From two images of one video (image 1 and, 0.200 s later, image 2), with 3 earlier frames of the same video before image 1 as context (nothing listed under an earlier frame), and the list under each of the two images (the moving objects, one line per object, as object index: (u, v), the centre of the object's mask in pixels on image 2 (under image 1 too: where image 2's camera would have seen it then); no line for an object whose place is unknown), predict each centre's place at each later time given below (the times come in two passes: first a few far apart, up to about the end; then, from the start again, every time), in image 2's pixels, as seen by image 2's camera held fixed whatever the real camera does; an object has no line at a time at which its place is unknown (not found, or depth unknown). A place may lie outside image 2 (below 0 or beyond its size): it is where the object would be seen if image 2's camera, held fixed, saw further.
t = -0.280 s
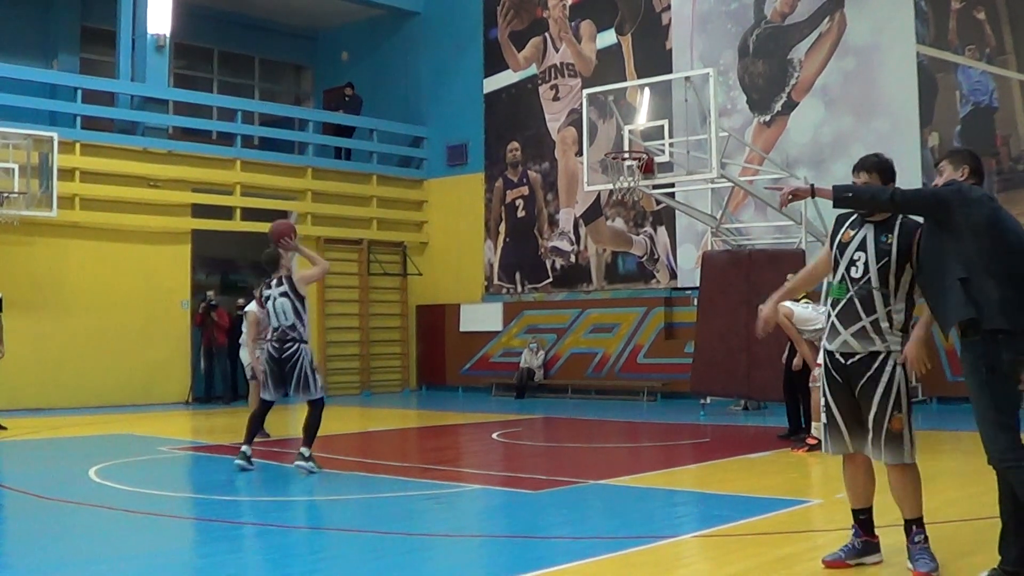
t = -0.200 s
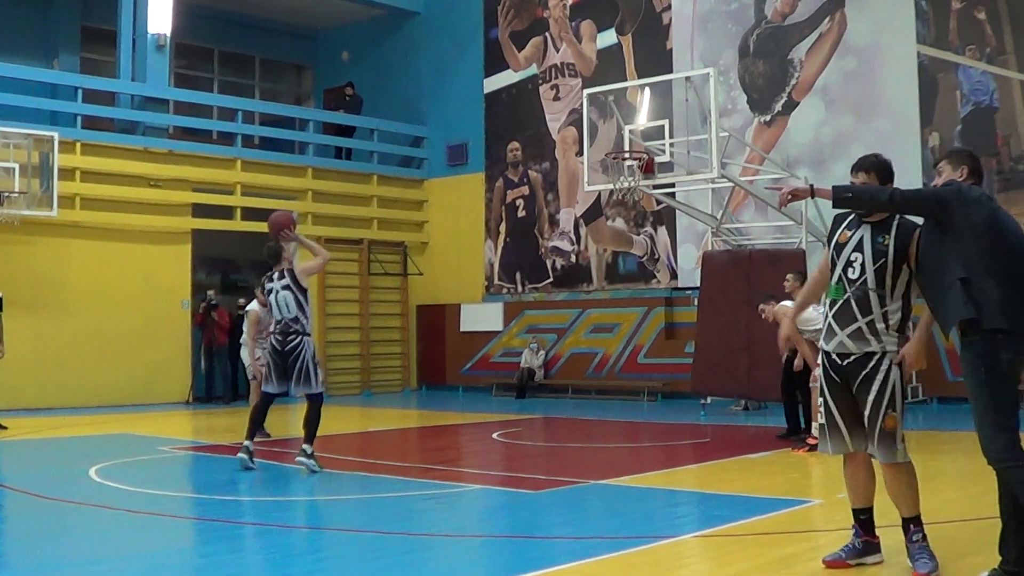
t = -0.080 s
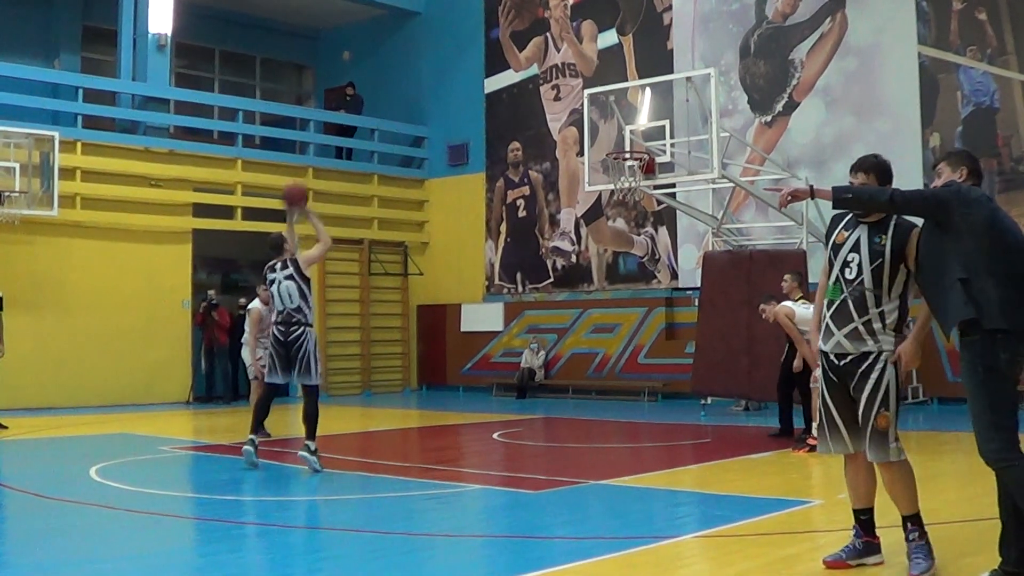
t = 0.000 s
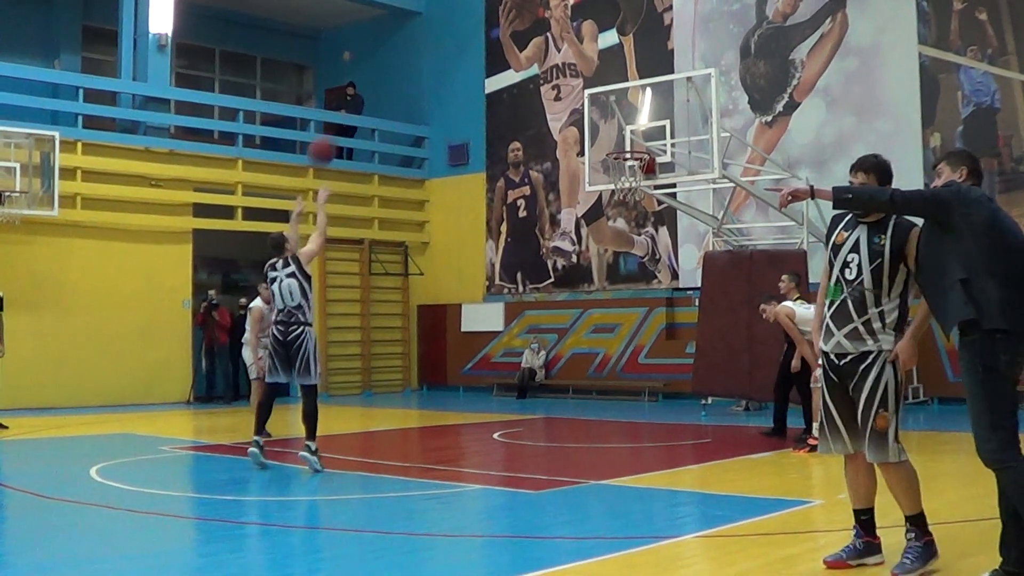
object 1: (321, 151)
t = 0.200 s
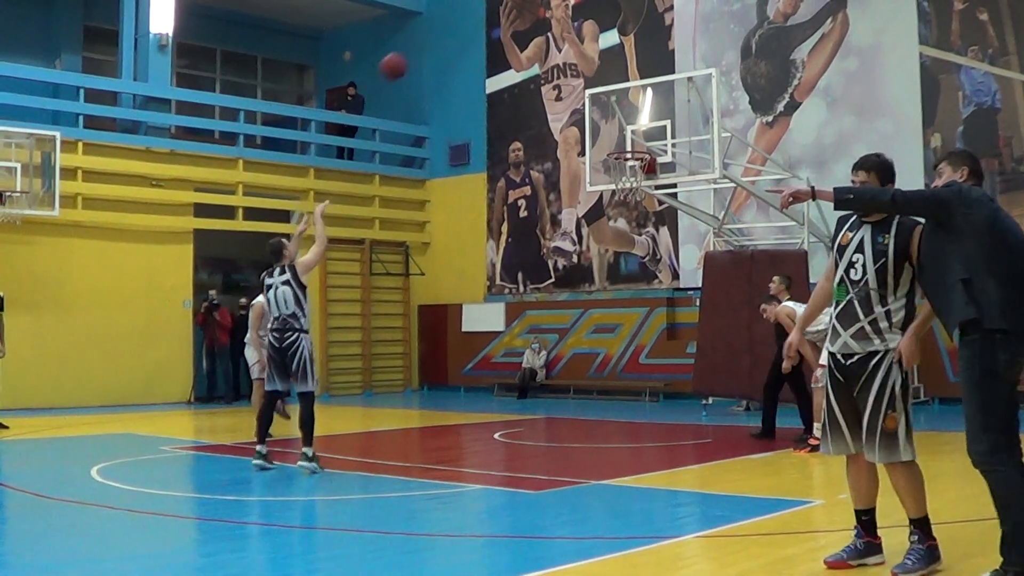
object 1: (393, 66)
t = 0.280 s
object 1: (420, 47)
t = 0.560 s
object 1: (501, 31)
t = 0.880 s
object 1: (585, 101)
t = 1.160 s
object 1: (626, 142)
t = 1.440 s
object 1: (643, 133)
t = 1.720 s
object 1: (660, 136)
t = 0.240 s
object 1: (407, 55)
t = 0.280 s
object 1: (420, 47)
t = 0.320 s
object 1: (432, 39)
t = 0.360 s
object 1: (444, 34)
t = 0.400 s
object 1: (456, 30)
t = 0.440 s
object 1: (467, 28)
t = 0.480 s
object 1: (480, 28)
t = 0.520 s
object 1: (491, 29)
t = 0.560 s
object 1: (501, 31)
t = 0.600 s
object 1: (513, 36)
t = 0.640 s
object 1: (523, 40)
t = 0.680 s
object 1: (534, 47)
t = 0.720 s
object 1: (546, 56)
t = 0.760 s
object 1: (556, 65)
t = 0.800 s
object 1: (566, 75)
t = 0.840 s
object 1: (576, 87)
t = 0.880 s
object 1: (585, 101)
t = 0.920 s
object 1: (595, 116)
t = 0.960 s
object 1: (604, 130)
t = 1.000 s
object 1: (612, 143)
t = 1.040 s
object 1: (615, 141)
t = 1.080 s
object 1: (619, 140)
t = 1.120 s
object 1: (622, 140)
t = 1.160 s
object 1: (626, 142)
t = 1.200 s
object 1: (630, 145)
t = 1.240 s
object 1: (633, 145)
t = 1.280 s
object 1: (635, 141)
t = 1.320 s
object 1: (637, 137)
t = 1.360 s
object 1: (639, 134)
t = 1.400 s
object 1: (641, 133)
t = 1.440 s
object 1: (643, 133)
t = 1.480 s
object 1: (645, 134)
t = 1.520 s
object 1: (648, 137)
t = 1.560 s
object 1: (650, 141)
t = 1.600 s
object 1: (652, 141)
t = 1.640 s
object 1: (655, 139)
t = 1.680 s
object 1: (656, 137)
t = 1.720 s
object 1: (660, 136)
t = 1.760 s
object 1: (664, 138)
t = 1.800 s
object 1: (667, 140)
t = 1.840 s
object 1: (670, 144)
